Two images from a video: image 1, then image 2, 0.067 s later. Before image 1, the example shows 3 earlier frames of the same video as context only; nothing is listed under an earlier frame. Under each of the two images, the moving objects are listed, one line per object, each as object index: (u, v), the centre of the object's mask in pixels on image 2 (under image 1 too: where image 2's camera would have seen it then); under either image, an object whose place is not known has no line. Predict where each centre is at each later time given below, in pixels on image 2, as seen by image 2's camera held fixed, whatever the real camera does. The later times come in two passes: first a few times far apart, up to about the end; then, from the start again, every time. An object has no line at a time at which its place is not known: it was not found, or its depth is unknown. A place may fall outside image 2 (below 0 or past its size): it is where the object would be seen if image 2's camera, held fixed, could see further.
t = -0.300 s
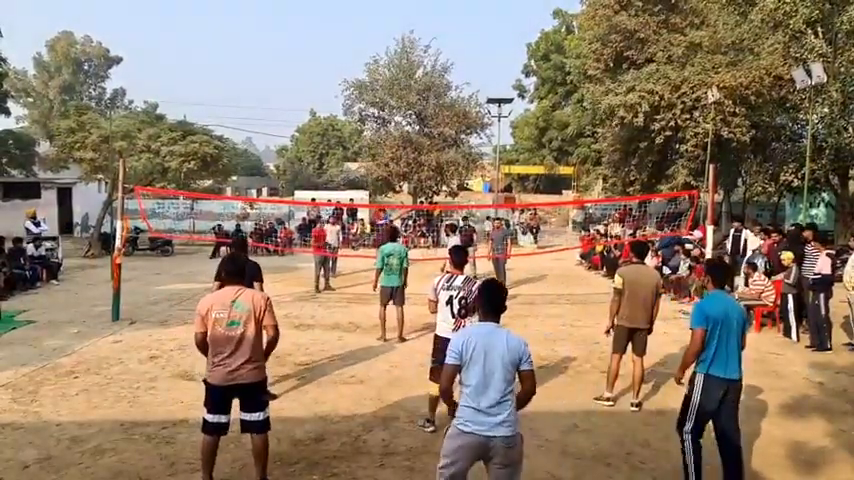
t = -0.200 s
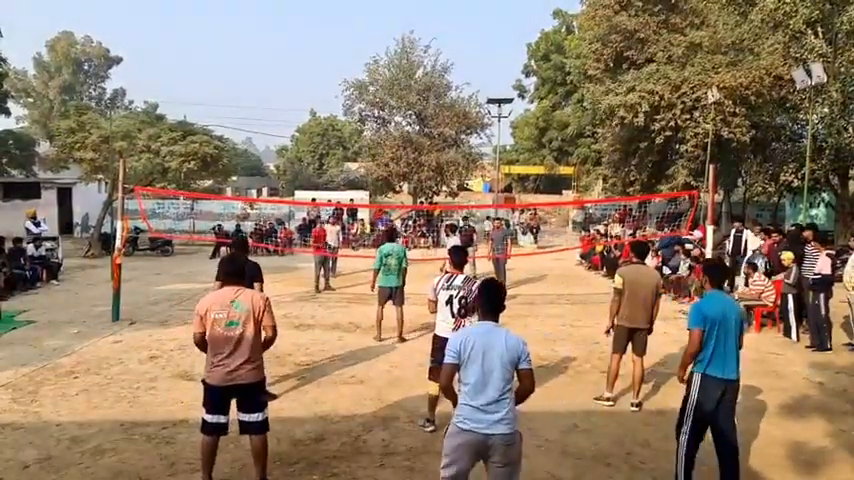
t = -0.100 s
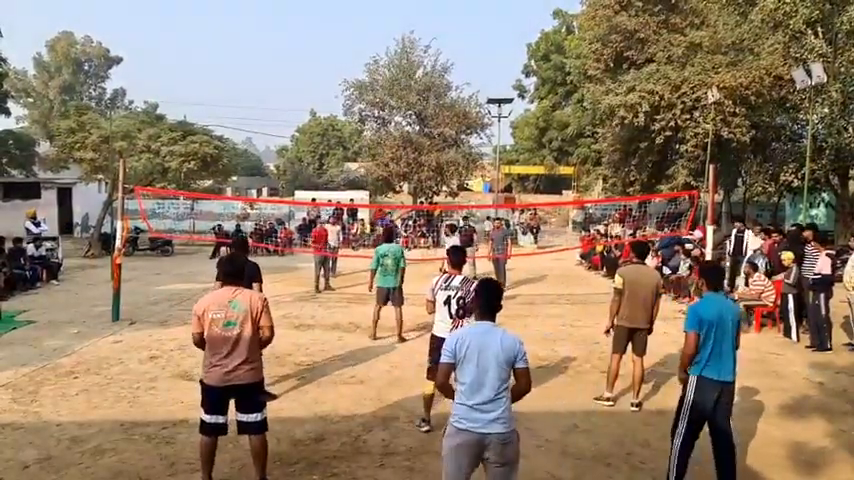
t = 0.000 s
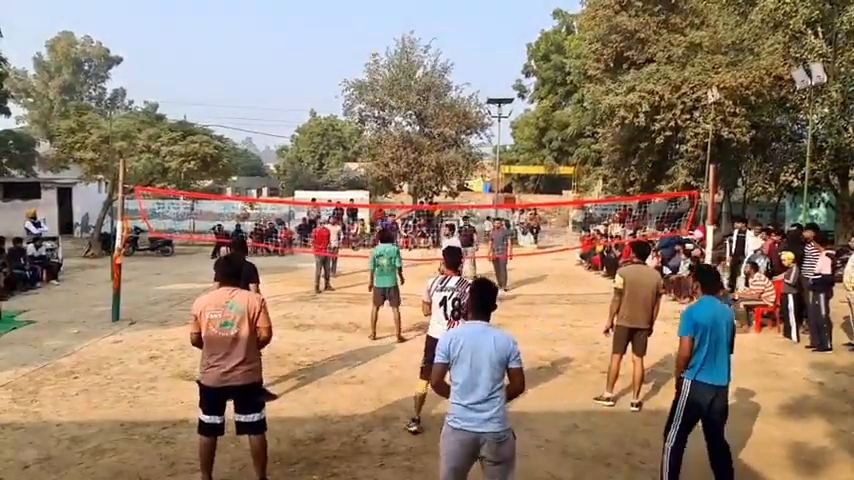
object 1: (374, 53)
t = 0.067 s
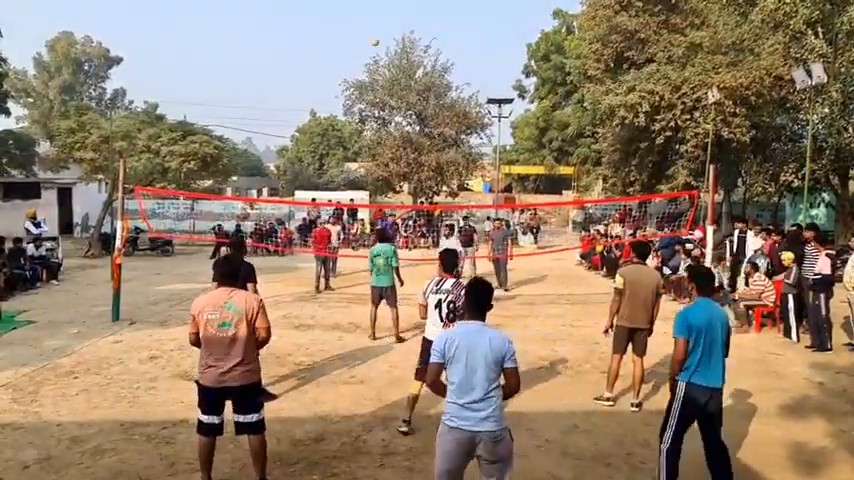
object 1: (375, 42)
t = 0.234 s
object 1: (375, 24)
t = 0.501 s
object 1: (378, 24)
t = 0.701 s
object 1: (379, 57)
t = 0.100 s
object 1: (374, 38)
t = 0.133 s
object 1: (375, 34)
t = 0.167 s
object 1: (375, 30)
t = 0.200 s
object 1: (375, 27)
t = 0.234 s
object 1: (375, 24)
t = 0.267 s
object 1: (376, 22)
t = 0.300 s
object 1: (376, 20)
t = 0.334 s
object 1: (376, 19)
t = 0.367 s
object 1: (376, 19)
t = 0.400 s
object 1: (377, 19)
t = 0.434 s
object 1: (377, 20)
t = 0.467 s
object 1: (378, 21)
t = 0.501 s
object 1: (378, 24)
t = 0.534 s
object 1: (378, 27)
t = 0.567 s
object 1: (378, 31)
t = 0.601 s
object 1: (378, 35)
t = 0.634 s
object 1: (379, 41)
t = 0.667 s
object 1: (379, 49)
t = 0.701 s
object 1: (379, 57)
